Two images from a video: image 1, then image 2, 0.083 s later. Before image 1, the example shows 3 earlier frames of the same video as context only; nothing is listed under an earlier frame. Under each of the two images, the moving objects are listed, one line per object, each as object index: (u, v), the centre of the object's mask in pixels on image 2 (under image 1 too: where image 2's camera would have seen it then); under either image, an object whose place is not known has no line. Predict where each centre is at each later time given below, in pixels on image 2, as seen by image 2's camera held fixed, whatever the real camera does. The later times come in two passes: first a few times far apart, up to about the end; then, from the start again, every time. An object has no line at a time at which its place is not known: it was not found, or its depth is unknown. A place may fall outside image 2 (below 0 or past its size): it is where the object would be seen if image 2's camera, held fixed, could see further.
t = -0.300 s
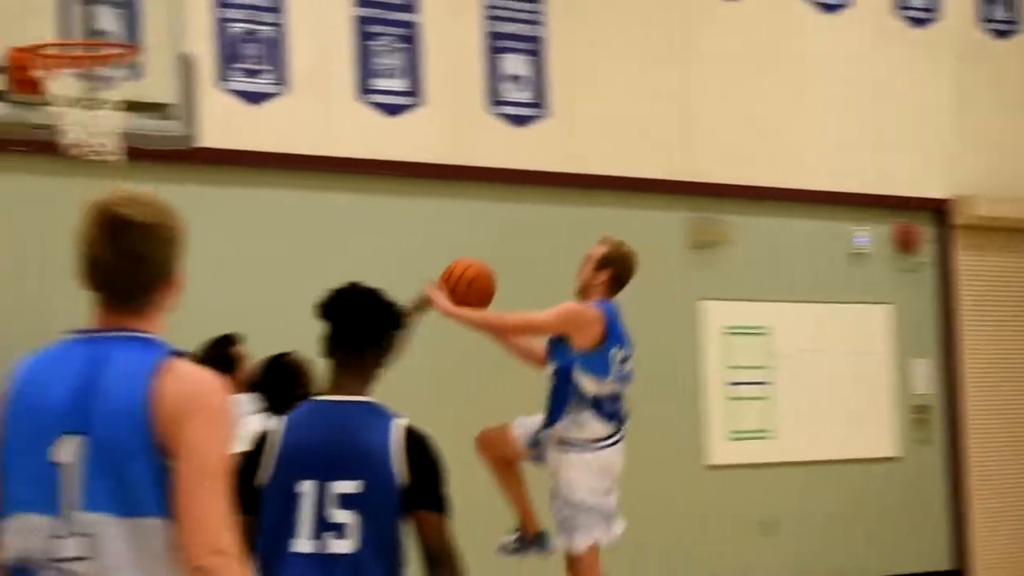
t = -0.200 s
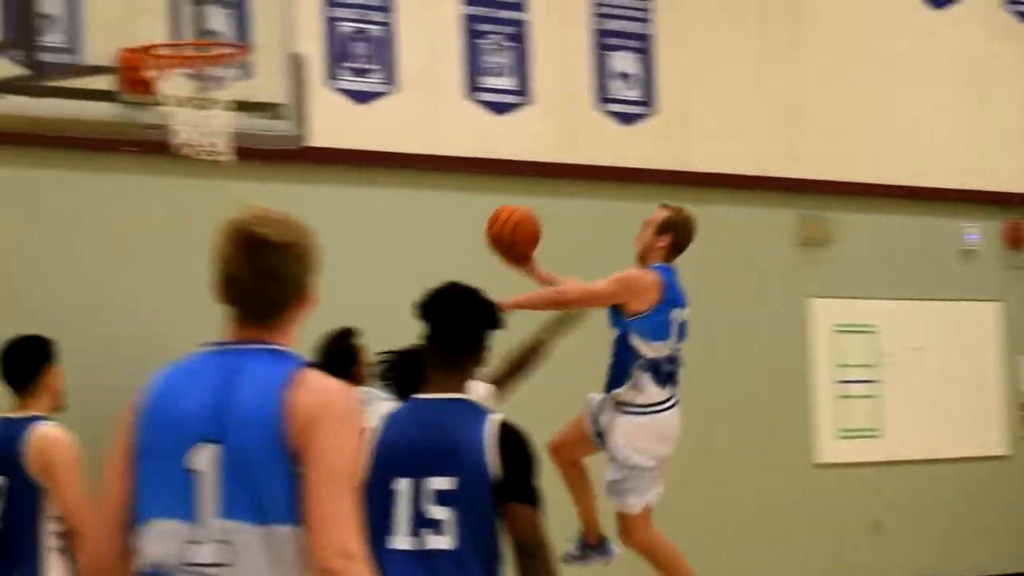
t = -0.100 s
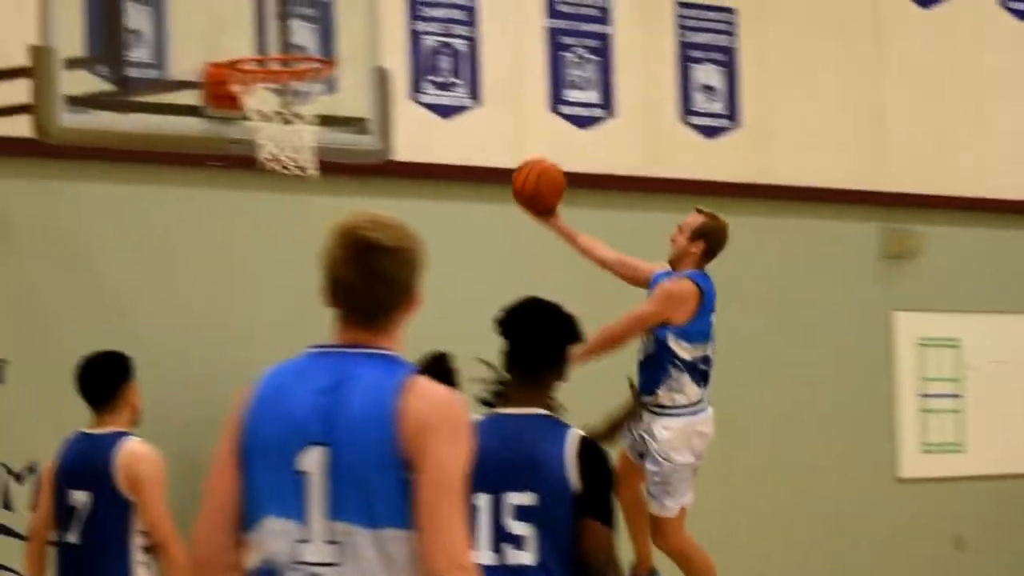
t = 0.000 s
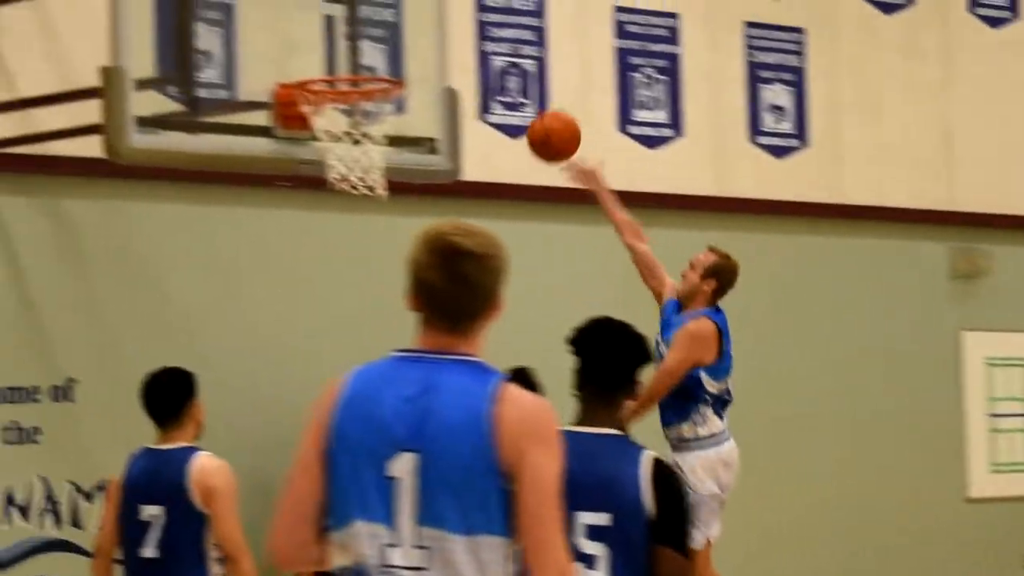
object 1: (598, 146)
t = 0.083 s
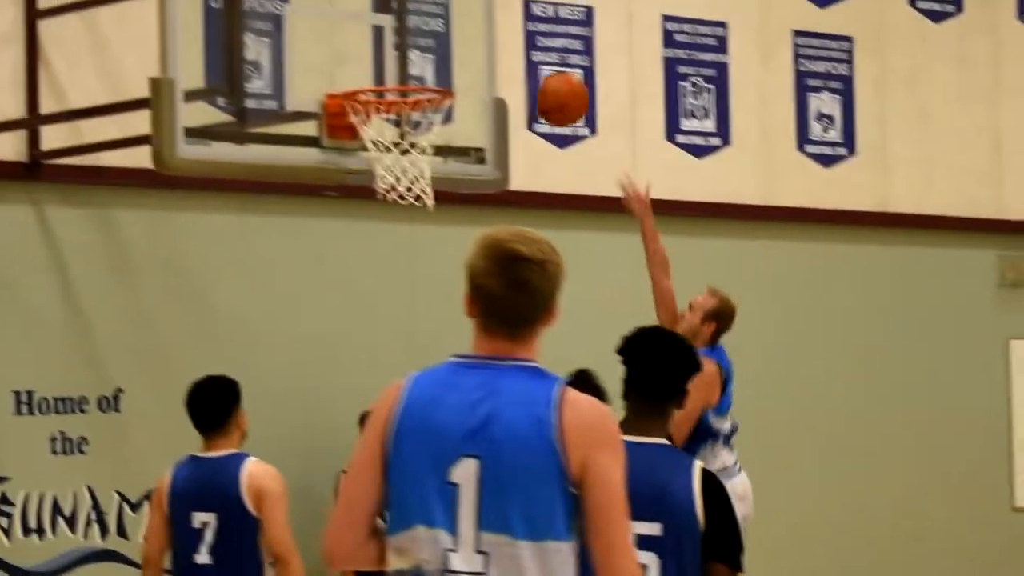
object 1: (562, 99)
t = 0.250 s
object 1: (488, 52)
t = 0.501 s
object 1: (440, 61)
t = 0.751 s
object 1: (454, 49)
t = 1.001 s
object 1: (465, 59)
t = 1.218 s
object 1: (483, 93)
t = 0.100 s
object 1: (554, 92)
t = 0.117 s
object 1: (547, 85)
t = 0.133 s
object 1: (539, 79)
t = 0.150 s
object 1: (532, 74)
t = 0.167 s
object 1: (525, 69)
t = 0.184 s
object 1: (518, 64)
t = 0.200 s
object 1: (510, 61)
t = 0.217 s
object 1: (503, 57)
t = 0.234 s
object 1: (496, 55)
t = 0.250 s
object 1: (488, 52)
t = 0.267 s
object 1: (481, 51)
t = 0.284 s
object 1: (474, 50)
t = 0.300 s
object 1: (467, 50)
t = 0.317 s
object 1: (459, 51)
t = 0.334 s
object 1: (452, 52)
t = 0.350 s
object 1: (445, 53)
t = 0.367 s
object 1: (439, 54)
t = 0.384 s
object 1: (437, 53)
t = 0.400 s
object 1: (437, 53)
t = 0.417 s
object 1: (437, 54)
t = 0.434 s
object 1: (437, 55)
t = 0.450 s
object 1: (438, 56)
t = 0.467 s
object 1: (438, 57)
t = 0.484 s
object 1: (440, 59)
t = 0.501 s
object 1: (440, 61)
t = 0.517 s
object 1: (441, 64)
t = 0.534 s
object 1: (441, 67)
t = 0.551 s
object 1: (442, 68)
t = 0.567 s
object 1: (443, 65)
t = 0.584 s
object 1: (444, 61)
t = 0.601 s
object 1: (444, 58)
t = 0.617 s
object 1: (445, 55)
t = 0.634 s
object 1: (446, 52)
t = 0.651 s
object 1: (447, 50)
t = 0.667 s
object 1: (449, 49)
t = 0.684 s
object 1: (450, 47)
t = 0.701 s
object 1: (451, 47)
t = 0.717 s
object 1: (452, 47)
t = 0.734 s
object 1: (453, 47)
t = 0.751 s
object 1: (454, 49)
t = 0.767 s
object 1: (455, 51)
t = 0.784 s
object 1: (456, 54)
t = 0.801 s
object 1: (458, 57)
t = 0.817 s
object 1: (459, 61)
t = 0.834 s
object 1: (460, 65)
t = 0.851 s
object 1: (461, 66)
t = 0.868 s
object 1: (461, 63)
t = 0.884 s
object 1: (461, 61)
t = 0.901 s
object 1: (461, 59)
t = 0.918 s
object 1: (462, 58)
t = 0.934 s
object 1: (463, 56)
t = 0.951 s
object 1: (464, 56)
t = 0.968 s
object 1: (464, 56)
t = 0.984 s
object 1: (465, 57)
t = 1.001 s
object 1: (465, 59)
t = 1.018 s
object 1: (465, 62)
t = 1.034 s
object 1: (466, 65)
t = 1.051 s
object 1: (467, 66)
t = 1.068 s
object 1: (468, 66)
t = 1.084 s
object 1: (470, 66)
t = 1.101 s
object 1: (471, 68)
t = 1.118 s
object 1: (473, 69)
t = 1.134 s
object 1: (475, 71)
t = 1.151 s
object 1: (477, 75)
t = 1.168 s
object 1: (478, 78)
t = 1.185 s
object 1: (480, 83)
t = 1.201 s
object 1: (481, 88)
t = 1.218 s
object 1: (483, 93)
